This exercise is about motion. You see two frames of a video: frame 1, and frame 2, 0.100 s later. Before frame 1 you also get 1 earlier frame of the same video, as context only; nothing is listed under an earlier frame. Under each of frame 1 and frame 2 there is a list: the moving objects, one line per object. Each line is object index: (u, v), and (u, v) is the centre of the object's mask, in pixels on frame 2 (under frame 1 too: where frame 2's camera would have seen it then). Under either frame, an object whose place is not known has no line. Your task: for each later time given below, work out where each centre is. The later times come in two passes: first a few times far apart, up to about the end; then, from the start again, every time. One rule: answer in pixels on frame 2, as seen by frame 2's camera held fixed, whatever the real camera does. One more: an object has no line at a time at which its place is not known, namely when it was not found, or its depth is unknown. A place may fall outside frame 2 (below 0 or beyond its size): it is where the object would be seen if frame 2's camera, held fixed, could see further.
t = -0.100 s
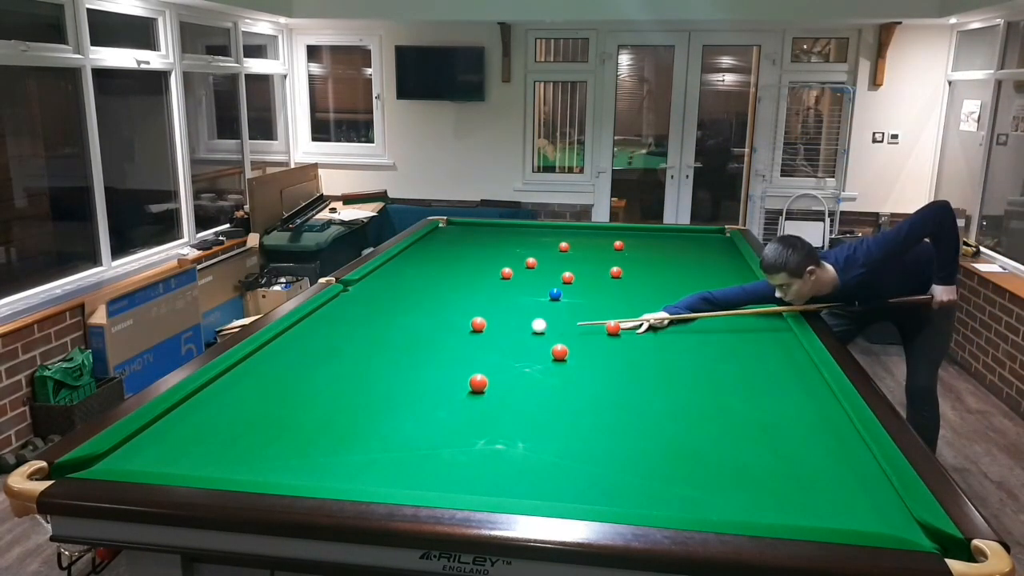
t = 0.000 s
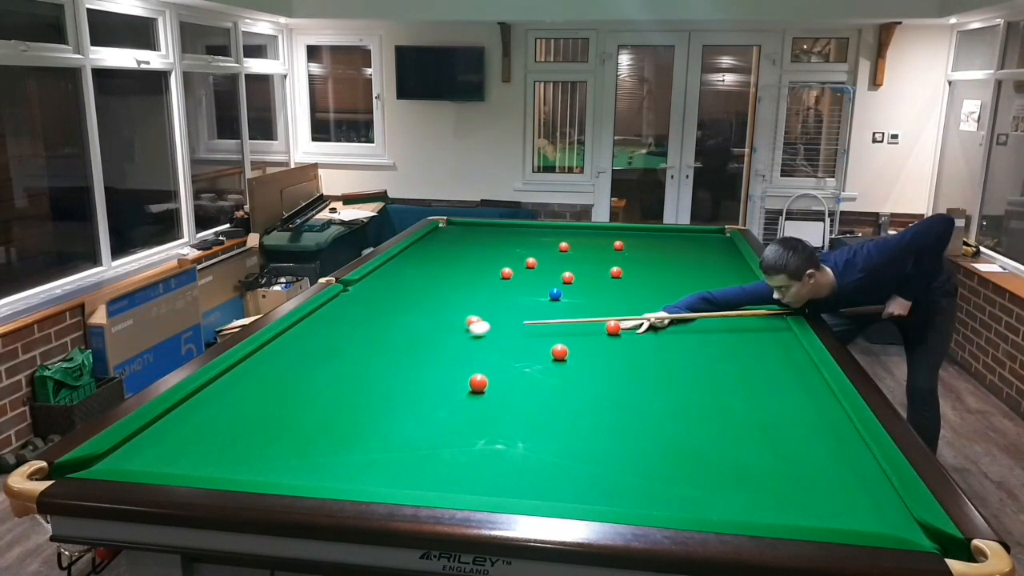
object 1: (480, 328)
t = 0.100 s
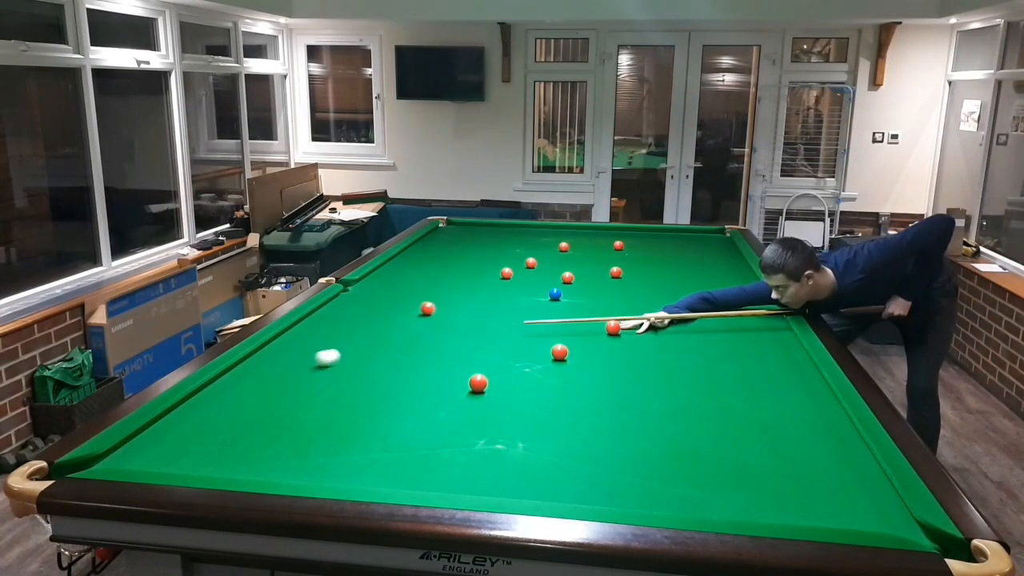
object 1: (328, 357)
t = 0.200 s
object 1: (236, 398)
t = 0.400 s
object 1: (397, 450)
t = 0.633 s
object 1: (628, 393)
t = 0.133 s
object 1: (269, 368)
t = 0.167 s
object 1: (226, 381)
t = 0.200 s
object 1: (236, 398)
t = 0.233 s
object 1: (247, 417)
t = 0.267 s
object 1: (260, 438)
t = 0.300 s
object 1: (274, 462)
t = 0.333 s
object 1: (302, 473)
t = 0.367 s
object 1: (351, 462)
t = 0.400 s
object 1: (397, 450)
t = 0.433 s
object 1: (429, 442)
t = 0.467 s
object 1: (468, 432)
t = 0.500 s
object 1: (505, 422)
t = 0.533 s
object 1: (547, 412)
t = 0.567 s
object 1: (571, 406)
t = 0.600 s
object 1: (600, 399)
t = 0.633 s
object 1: (628, 393)
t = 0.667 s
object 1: (655, 387)
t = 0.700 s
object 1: (680, 381)
